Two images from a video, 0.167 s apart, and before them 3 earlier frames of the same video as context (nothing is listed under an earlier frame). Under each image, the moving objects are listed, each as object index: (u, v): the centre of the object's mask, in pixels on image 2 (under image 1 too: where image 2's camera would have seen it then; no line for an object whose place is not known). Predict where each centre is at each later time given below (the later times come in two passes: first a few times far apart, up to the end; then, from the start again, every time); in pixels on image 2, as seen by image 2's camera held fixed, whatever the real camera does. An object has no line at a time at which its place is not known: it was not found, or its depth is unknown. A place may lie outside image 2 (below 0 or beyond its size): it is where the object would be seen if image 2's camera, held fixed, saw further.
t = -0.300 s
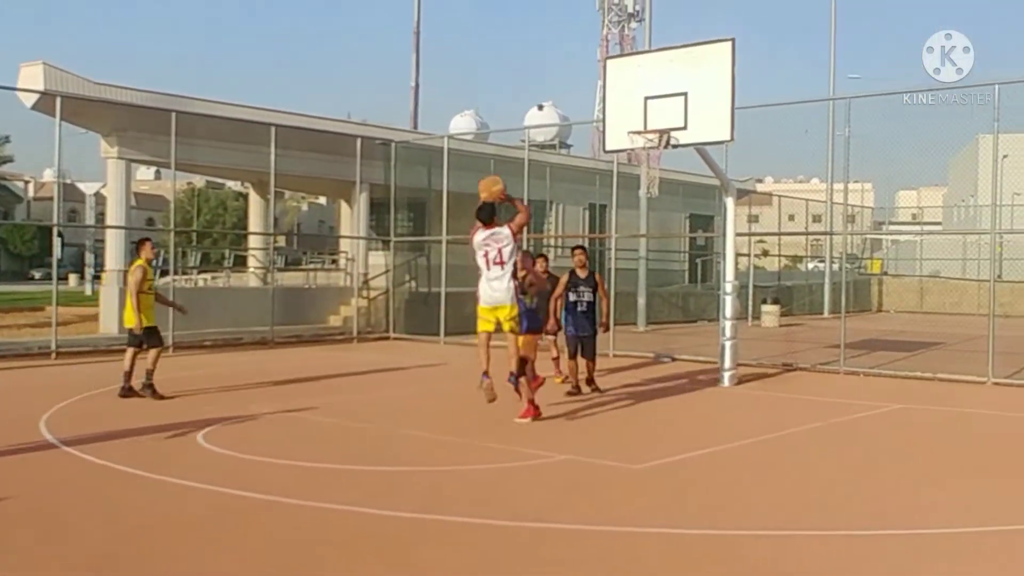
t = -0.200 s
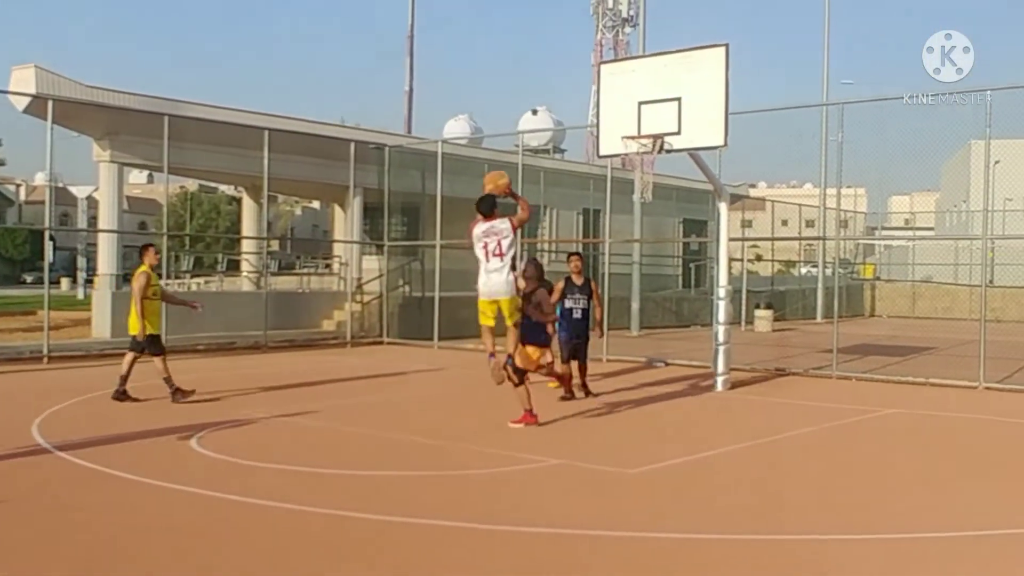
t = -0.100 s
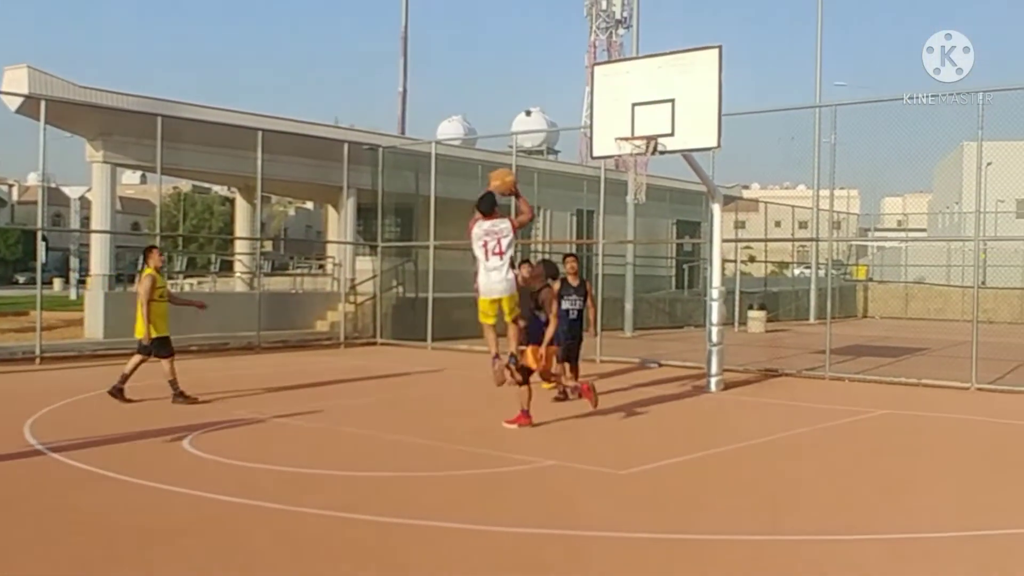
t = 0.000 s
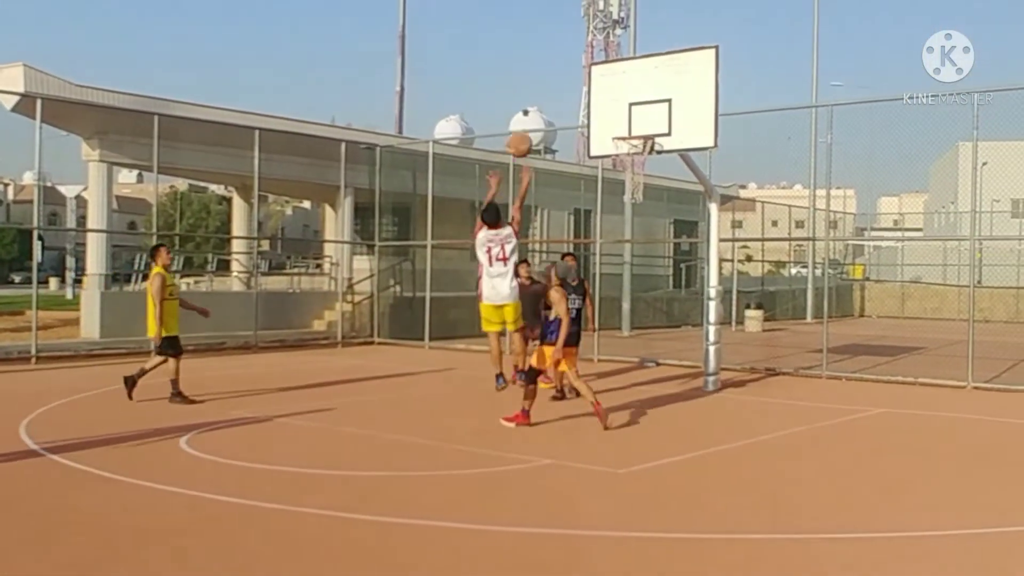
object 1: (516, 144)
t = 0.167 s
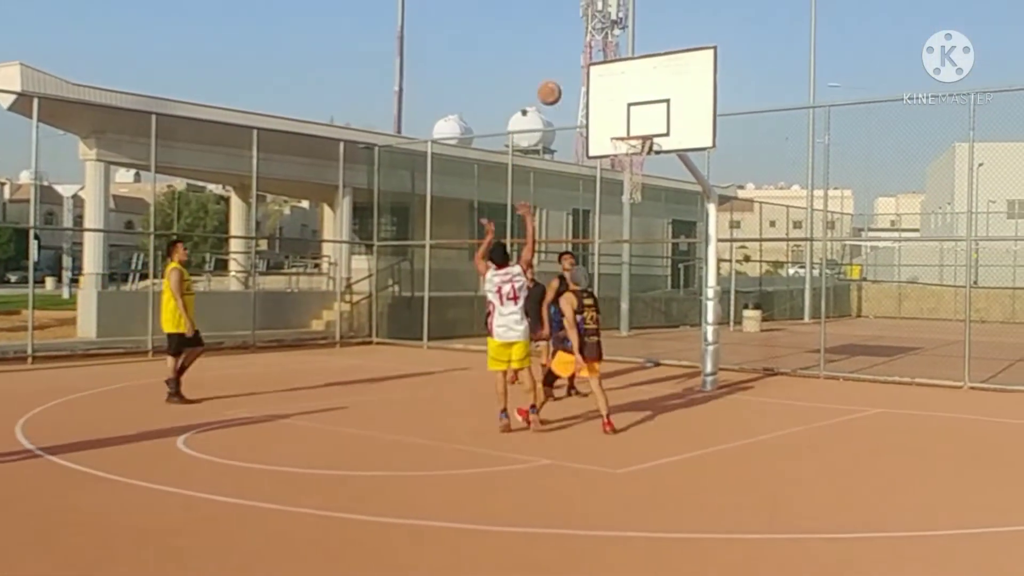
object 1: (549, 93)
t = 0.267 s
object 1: (566, 78)
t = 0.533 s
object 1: (605, 86)
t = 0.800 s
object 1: (631, 131)
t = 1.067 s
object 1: (636, 166)
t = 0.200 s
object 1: (555, 86)
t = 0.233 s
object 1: (560, 82)
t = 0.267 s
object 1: (566, 78)
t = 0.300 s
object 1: (572, 75)
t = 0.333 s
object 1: (577, 74)
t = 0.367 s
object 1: (582, 73)
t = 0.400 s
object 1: (587, 73)
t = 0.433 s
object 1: (591, 75)
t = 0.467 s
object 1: (596, 78)
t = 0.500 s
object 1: (601, 81)
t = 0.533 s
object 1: (605, 86)
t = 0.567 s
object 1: (610, 91)
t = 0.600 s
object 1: (614, 97)
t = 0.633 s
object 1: (618, 104)
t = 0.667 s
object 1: (622, 112)
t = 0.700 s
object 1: (626, 121)
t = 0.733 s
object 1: (629, 130)
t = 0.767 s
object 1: (630, 132)
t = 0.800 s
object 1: (631, 131)
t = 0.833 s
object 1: (632, 132)
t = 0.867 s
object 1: (632, 134)
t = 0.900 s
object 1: (632, 136)
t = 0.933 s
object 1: (633, 140)
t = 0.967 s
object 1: (634, 145)
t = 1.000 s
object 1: (635, 150)
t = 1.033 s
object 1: (635, 158)
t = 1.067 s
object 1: (636, 166)
